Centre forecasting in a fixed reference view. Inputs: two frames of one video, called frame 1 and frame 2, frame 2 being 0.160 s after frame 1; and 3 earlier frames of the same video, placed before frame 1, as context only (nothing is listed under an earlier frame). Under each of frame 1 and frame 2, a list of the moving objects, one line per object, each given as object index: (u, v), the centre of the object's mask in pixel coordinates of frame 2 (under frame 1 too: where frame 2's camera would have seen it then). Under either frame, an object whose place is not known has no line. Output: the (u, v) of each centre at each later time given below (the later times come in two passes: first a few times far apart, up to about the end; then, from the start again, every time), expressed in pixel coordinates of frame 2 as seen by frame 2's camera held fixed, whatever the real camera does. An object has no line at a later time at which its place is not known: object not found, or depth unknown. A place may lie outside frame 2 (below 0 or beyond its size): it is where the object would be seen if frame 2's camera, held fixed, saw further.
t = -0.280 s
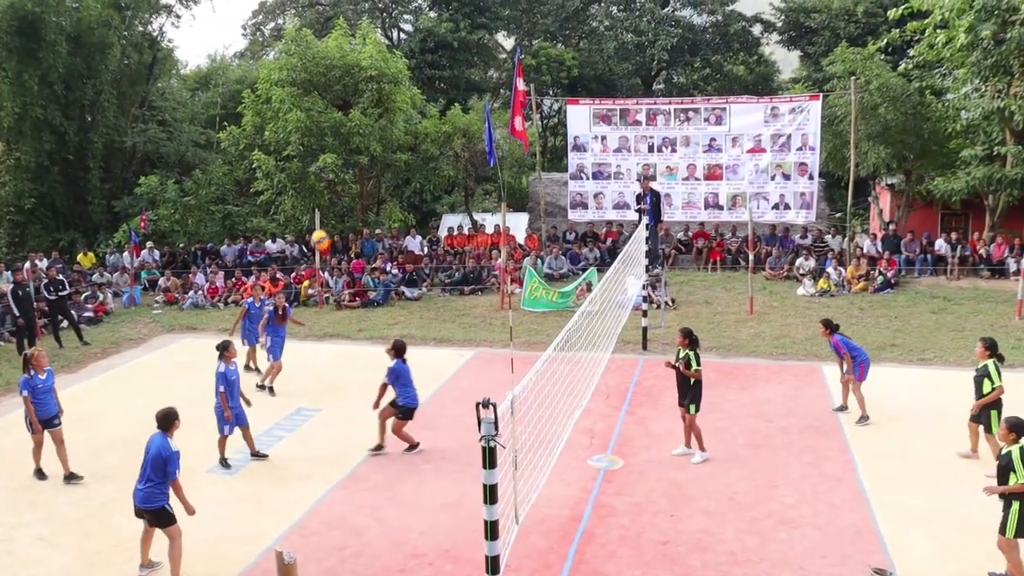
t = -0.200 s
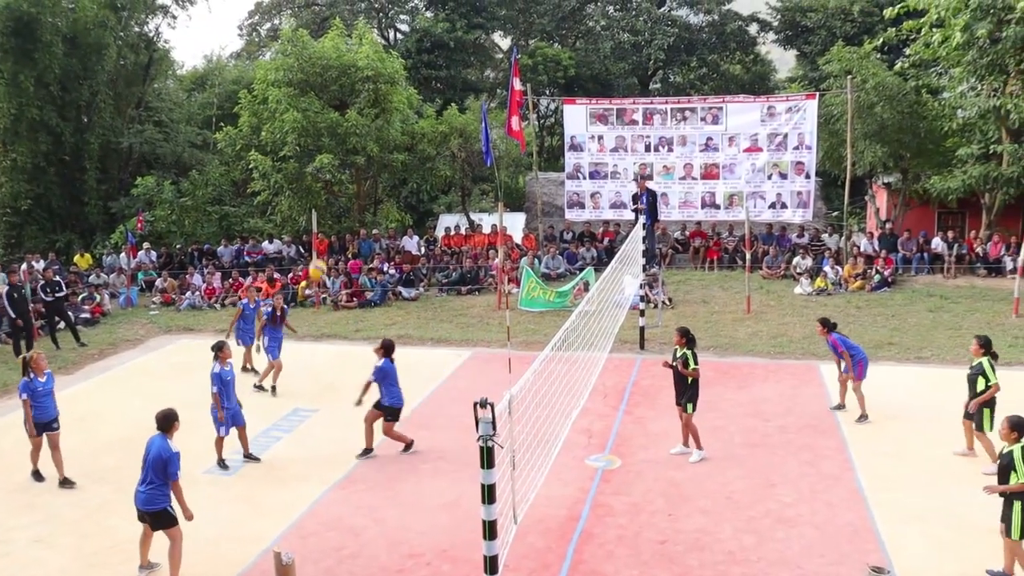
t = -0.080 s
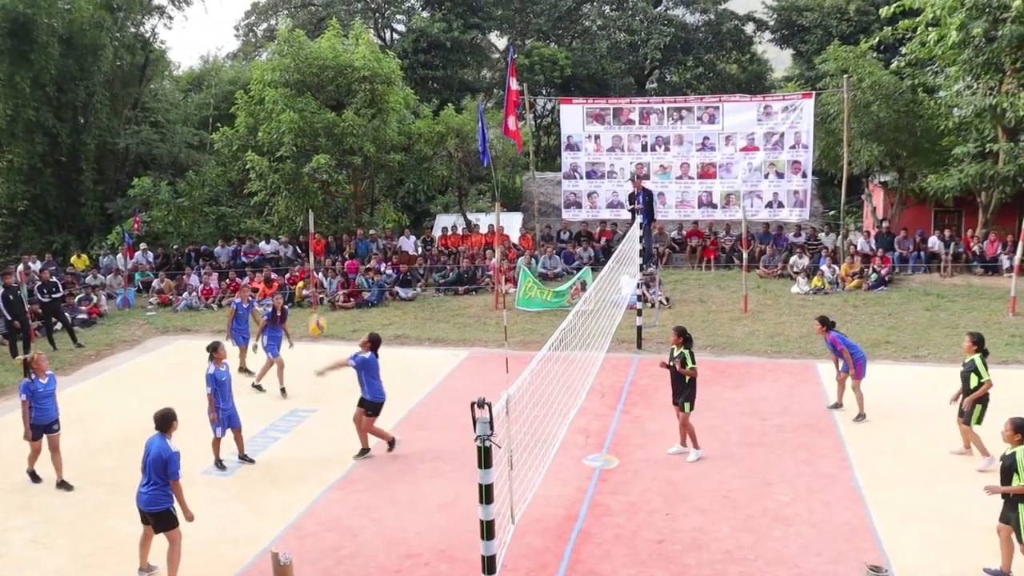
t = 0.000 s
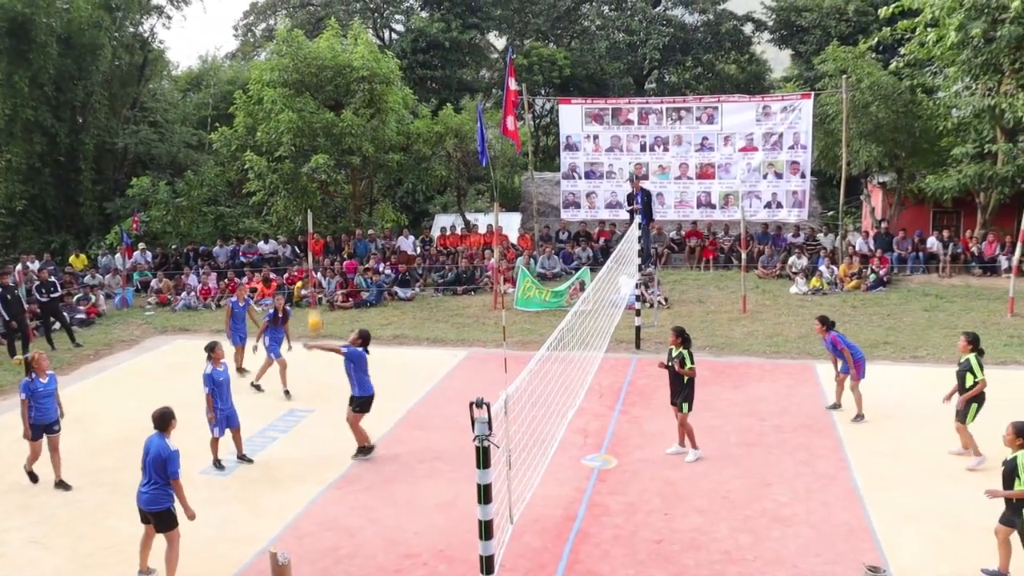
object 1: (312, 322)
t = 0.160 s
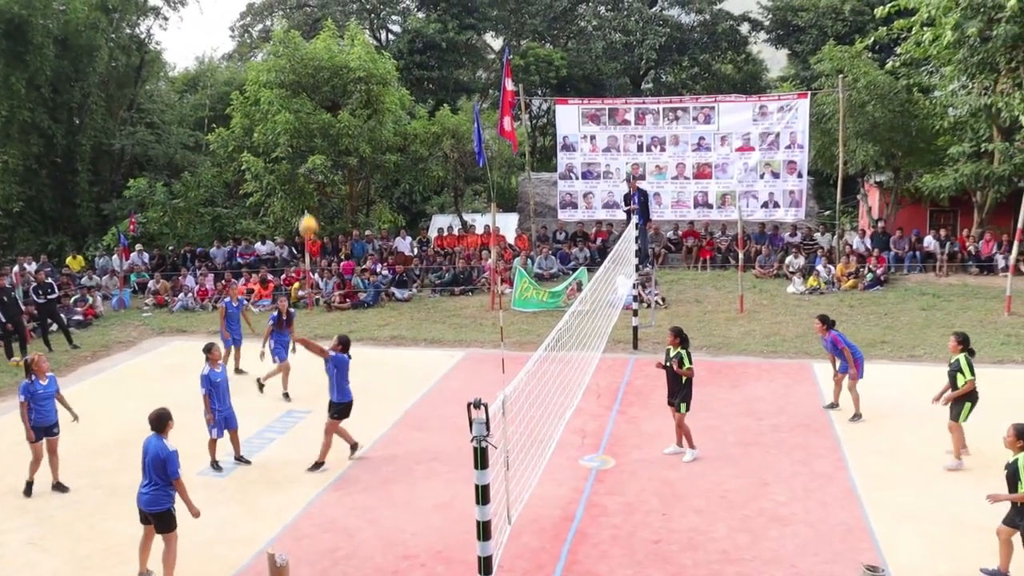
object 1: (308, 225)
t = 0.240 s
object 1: (306, 185)
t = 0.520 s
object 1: (306, 86)
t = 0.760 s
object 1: (309, 57)
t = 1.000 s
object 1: (314, 83)
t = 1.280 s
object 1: (326, 186)
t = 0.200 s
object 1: (307, 205)
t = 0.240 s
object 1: (306, 185)
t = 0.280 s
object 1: (306, 167)
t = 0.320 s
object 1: (306, 150)
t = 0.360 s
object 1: (306, 135)
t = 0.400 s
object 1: (306, 120)
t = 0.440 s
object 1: (306, 108)
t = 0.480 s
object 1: (306, 96)
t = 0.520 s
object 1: (306, 86)
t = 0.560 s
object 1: (306, 78)
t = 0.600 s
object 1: (307, 71)
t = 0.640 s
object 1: (307, 65)
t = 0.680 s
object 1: (308, 60)
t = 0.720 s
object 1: (308, 58)
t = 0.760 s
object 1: (309, 57)
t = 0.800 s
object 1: (309, 57)
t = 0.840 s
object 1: (310, 59)
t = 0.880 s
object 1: (311, 63)
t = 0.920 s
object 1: (312, 68)
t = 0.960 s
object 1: (313, 74)
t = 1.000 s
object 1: (314, 83)
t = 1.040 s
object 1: (316, 92)
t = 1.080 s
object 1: (317, 104)
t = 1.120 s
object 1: (319, 118)
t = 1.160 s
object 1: (320, 132)
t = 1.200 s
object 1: (322, 148)
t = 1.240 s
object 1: (324, 167)
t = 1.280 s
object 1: (326, 186)
